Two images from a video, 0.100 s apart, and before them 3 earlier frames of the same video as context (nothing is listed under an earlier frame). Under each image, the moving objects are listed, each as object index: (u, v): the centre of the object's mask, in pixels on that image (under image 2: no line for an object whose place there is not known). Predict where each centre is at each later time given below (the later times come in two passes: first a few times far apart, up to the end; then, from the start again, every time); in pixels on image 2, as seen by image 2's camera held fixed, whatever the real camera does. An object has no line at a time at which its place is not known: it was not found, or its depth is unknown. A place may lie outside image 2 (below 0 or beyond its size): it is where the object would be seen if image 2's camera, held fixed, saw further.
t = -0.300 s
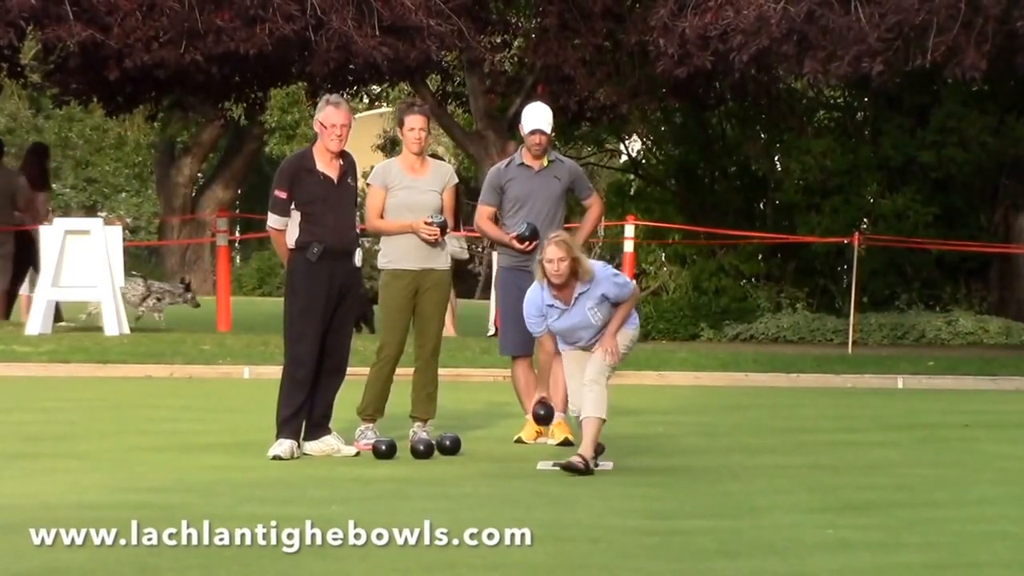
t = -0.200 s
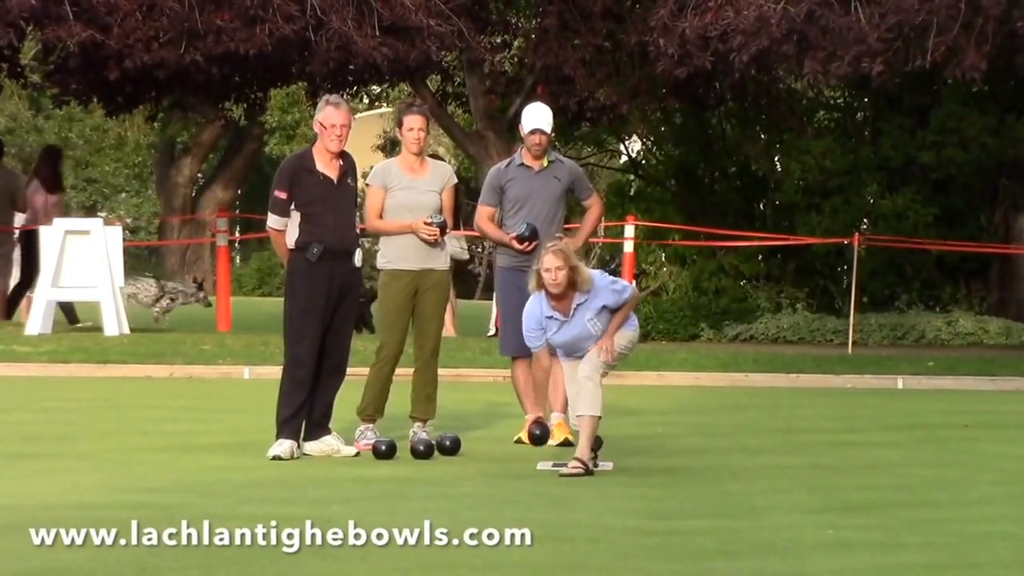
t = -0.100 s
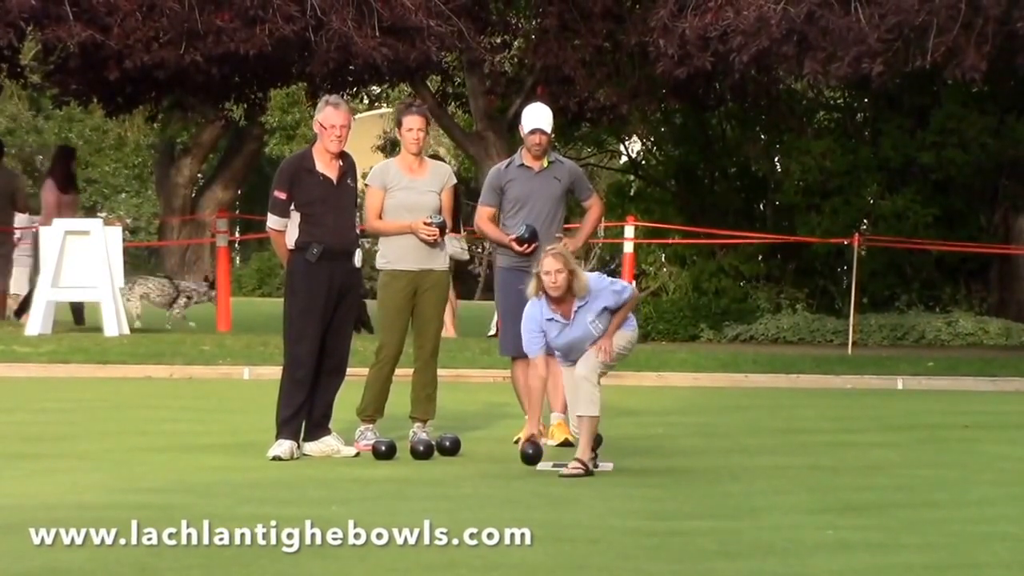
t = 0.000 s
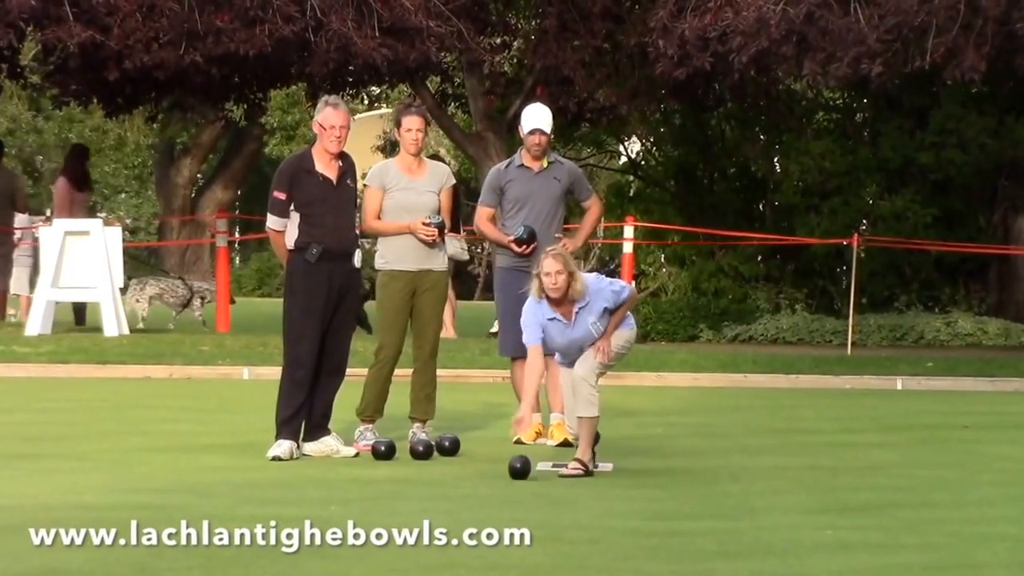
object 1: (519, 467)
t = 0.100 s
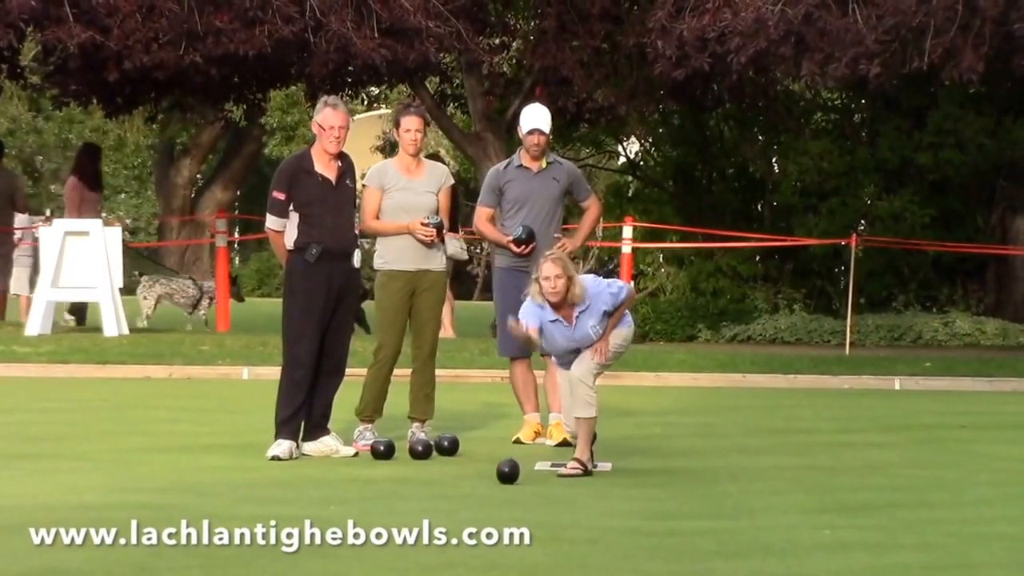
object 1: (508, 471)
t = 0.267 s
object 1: (493, 477)
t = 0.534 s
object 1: (470, 489)
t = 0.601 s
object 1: (464, 492)
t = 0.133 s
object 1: (505, 471)
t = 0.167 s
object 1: (502, 472)
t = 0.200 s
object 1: (499, 475)
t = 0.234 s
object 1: (496, 476)
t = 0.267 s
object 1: (493, 477)
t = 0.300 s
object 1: (490, 478)
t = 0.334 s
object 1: (487, 480)
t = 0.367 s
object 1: (484, 482)
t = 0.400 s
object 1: (481, 483)
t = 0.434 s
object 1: (478, 485)
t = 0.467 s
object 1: (475, 487)
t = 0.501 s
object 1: (473, 488)
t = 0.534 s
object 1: (470, 489)
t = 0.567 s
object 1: (467, 490)
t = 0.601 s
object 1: (464, 492)
